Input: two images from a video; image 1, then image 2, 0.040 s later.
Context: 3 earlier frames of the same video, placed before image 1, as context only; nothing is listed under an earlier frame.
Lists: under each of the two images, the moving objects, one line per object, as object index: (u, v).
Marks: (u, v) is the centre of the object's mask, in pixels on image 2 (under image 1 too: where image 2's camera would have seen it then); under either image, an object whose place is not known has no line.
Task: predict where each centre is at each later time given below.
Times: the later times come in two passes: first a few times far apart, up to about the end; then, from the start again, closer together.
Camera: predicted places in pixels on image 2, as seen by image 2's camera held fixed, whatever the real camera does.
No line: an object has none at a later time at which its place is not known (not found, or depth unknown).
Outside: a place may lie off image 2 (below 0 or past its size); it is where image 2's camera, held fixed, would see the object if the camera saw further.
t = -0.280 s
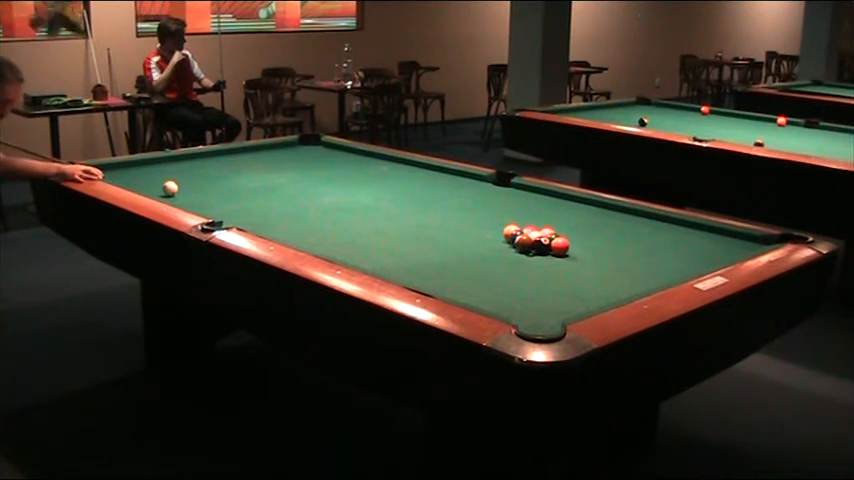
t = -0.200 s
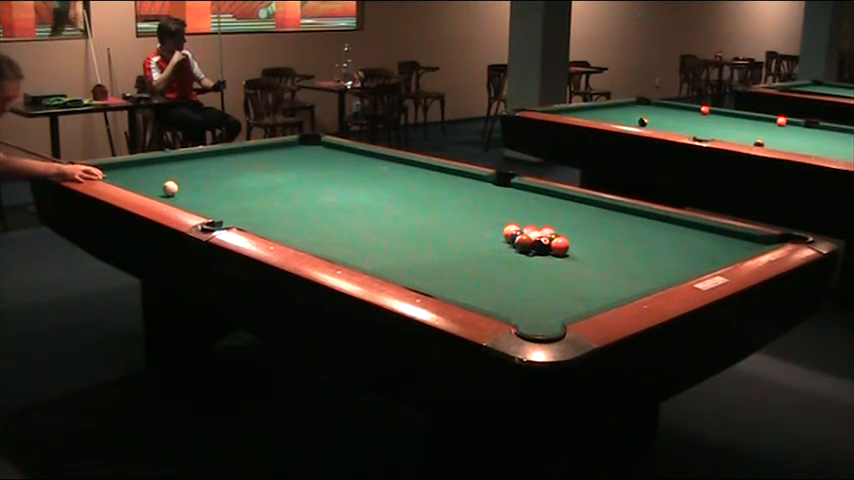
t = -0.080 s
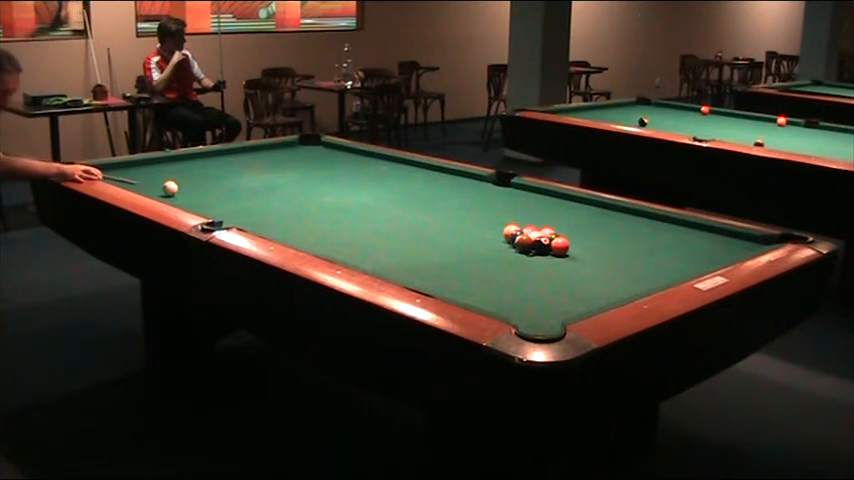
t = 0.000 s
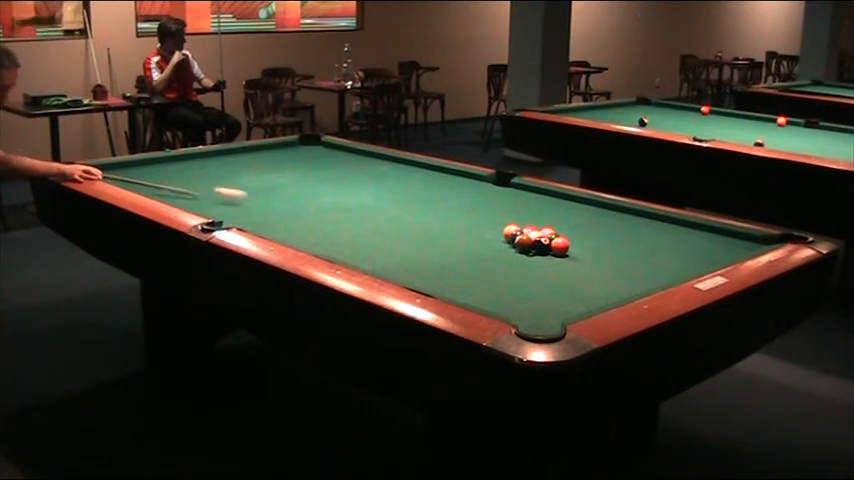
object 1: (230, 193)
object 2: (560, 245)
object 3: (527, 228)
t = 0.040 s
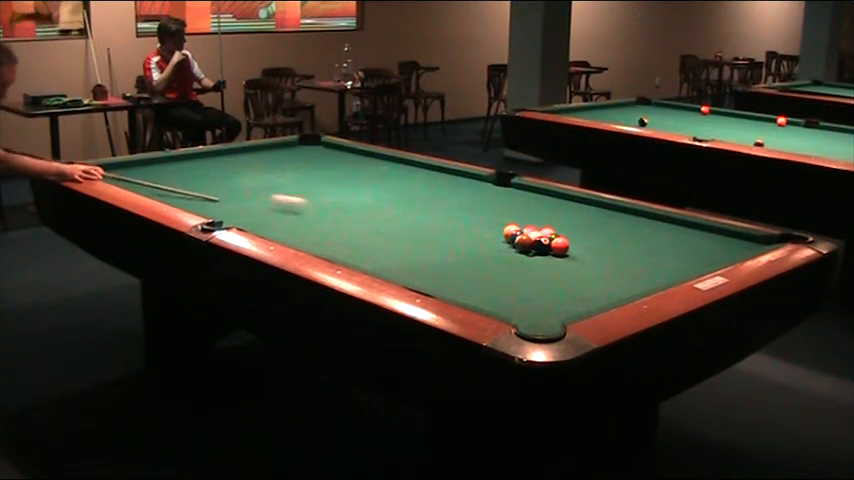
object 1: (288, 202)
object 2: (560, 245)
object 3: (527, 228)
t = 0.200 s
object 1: (492, 227)
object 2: (573, 250)
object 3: (529, 229)
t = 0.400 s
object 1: (477, 220)
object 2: (649, 281)
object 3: (550, 224)
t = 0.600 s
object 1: (473, 213)
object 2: (616, 280)
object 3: (566, 217)
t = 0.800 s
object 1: (468, 209)
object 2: (629, 284)
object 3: (580, 210)
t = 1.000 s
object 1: (464, 204)
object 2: (635, 286)
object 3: (593, 204)
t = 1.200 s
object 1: (460, 200)
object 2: (622, 287)
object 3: (587, 203)
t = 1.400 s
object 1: (456, 196)
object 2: (611, 287)
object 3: (569, 204)
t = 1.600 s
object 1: (453, 192)
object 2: (601, 288)
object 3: (552, 204)
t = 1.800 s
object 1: (450, 188)
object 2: (592, 288)
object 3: (535, 206)
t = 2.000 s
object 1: (447, 185)
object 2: (584, 287)
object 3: (519, 207)
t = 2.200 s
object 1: (445, 183)
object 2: (577, 286)
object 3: (503, 208)
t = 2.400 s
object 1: (442, 179)
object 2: (572, 286)
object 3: (488, 209)
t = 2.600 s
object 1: (440, 177)
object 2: (568, 285)
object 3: (474, 210)
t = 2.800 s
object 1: (433, 174)
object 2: (565, 285)
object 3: (460, 210)
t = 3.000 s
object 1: (425, 172)
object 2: (563, 284)
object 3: (447, 211)
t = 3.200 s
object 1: (416, 168)
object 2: (563, 284)
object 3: (434, 213)
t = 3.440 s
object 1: (407, 164)
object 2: (563, 284)
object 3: (421, 213)
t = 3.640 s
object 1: (401, 162)
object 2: (563, 284)
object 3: (410, 214)
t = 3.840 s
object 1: (395, 160)
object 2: (563, 284)
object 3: (400, 215)
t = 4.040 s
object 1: (389, 158)
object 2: (563, 284)
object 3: (391, 216)
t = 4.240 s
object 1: (384, 156)
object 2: (563, 284)
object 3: (382, 217)
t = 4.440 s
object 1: (377, 155)
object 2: (563, 284)
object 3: (375, 217)
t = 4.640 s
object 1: (371, 154)
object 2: (563, 284)
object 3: (368, 218)
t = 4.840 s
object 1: (365, 153)
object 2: (563, 284)
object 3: (363, 218)
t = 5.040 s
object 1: (359, 152)
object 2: (563, 284)
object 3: (357, 218)
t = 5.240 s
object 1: (354, 152)
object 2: (563, 284)
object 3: (353, 218)
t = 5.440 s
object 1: (350, 151)
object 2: (563, 284)
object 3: (350, 219)
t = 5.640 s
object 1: (347, 151)
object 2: (563, 284)
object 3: (347, 220)
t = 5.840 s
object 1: (344, 150)
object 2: (563, 284)
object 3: (345, 220)
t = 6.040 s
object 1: (341, 150)
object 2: (564, 284)
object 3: (344, 221)
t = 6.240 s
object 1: (340, 150)
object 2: (563, 284)
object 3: (343, 221)
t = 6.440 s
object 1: (338, 149)
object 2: (564, 284)
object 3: (344, 221)
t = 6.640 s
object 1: (337, 149)
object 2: (563, 284)
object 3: (344, 221)
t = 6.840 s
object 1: (337, 149)
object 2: (563, 284)
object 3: (344, 221)
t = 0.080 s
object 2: (560, 245)
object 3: (527, 228)
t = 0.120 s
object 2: (560, 245)
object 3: (527, 228)
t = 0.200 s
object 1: (492, 227)
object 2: (573, 250)
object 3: (529, 229)
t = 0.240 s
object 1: (487, 226)
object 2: (590, 258)
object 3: (536, 227)
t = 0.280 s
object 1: (483, 224)
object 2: (606, 265)
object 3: (541, 226)
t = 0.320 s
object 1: (480, 222)
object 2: (623, 272)
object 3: (544, 226)
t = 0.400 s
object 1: (477, 220)
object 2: (649, 281)
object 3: (550, 224)
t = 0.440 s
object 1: (476, 218)
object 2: (637, 281)
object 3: (554, 223)
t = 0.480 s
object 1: (476, 217)
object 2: (623, 280)
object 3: (556, 221)
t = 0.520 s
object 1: (475, 216)
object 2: (609, 277)
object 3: (560, 220)
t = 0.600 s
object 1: (473, 213)
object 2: (616, 280)
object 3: (566, 217)
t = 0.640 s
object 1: (472, 212)
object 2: (621, 281)
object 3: (569, 216)
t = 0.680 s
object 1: (471, 212)
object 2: (623, 282)
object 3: (572, 214)
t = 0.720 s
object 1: (470, 210)
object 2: (625, 283)
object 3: (574, 213)
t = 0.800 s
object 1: (468, 209)
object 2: (629, 284)
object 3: (580, 210)
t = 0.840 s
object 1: (467, 208)
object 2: (631, 284)
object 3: (583, 209)
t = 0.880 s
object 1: (466, 207)
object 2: (632, 285)
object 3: (585, 208)
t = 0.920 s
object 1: (465, 206)
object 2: (634, 285)
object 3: (588, 207)
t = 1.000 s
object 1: (464, 204)
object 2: (635, 286)
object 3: (593, 204)
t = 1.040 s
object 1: (463, 203)
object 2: (632, 286)
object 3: (596, 203)
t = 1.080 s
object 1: (462, 202)
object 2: (630, 286)
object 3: (597, 203)
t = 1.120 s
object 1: (461, 201)
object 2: (627, 286)
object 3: (593, 203)
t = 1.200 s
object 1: (460, 200)
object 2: (622, 287)
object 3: (587, 203)
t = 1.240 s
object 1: (459, 199)
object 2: (620, 287)
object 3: (583, 203)
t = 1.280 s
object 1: (458, 198)
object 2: (618, 287)
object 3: (579, 203)
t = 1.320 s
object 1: (458, 197)
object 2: (615, 288)
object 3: (576, 203)
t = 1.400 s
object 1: (456, 196)
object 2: (611, 287)
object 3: (569, 204)
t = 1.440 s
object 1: (456, 195)
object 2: (609, 288)
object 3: (566, 204)
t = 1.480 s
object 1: (455, 194)
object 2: (607, 288)
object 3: (562, 204)
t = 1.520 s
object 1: (454, 193)
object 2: (605, 288)
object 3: (559, 204)
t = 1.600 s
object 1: (453, 192)
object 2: (601, 288)
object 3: (552, 204)
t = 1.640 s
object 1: (452, 191)
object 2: (599, 288)
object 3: (548, 205)
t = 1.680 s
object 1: (452, 190)
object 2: (597, 288)
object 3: (545, 205)
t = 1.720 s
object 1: (451, 190)
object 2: (596, 288)
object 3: (542, 205)
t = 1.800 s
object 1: (450, 188)
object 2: (592, 288)
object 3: (535, 206)
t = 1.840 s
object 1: (450, 188)
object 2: (590, 288)
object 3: (532, 206)
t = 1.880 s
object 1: (449, 187)
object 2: (589, 287)
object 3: (528, 207)
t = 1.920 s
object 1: (448, 187)
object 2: (587, 287)
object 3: (525, 207)
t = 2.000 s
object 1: (447, 185)
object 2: (584, 287)
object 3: (519, 207)
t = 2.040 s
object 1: (447, 185)
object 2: (583, 286)
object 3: (516, 207)
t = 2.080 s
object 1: (446, 184)
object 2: (581, 286)
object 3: (512, 207)
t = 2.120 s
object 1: (446, 184)
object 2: (580, 286)
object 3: (509, 207)
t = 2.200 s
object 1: (445, 183)
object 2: (577, 286)
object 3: (503, 208)
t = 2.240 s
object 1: (445, 182)
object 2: (576, 286)
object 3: (500, 208)
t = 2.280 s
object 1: (444, 181)
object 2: (575, 286)
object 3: (497, 208)
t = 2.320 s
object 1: (443, 181)
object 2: (574, 286)
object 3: (494, 209)
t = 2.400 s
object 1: (442, 179)
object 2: (572, 286)
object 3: (488, 209)
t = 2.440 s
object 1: (442, 179)
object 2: (571, 286)
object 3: (485, 209)
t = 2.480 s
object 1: (441, 179)
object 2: (570, 286)
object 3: (482, 209)
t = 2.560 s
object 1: (440, 178)
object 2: (569, 285)
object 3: (477, 210)
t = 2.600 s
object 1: (440, 177)
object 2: (568, 285)
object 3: (474, 210)
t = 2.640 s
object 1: (440, 177)
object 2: (567, 285)
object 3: (471, 210)
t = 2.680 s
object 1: (439, 176)
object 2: (567, 285)
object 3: (468, 210)
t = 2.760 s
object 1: (435, 175)
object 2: (565, 285)
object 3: (463, 210)
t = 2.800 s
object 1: (433, 174)
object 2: (565, 285)
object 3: (460, 210)
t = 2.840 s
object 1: (431, 174)
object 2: (565, 285)
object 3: (457, 211)
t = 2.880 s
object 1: (430, 173)
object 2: (564, 285)
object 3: (455, 211)
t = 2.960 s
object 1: (426, 172)
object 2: (563, 284)
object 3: (449, 211)
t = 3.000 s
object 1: (425, 172)
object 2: (563, 284)
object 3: (447, 211)
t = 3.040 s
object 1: (423, 171)
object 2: (563, 284)
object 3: (444, 211)
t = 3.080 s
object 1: (421, 170)
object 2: (563, 284)
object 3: (442, 212)
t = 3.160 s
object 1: (418, 169)
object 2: (563, 284)
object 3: (437, 212)
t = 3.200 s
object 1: (416, 168)
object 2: (563, 284)
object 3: (434, 213)
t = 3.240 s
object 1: (415, 167)
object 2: (563, 284)
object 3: (432, 213)
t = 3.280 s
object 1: (413, 167)
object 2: (563, 284)
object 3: (430, 213)
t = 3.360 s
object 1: (410, 165)
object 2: (563, 284)
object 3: (425, 213)
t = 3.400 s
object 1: (408, 164)
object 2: (563, 284)
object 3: (423, 213)
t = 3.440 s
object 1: (407, 164)
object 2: (563, 284)
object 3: (421, 213)
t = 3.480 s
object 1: (406, 164)
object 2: (563, 284)
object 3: (419, 213)
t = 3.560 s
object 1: (403, 163)
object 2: (563, 284)
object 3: (414, 214)
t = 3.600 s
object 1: (402, 163)
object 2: (563, 284)
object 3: (412, 214)
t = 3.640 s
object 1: (401, 162)
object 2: (563, 284)
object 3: (410, 214)
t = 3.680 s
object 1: (400, 162)
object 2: (563, 284)
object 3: (408, 214)
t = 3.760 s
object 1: (398, 161)
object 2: (563, 284)
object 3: (404, 214)
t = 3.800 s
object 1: (396, 161)
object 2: (563, 284)
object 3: (402, 215)
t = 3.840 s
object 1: (395, 160)
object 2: (563, 284)
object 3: (400, 215)
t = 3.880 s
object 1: (394, 160)
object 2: (563, 284)
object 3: (398, 215)
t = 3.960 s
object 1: (391, 159)
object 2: (563, 284)
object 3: (394, 215)
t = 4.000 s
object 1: (390, 159)
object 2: (563, 284)
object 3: (392, 215)
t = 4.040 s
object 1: (389, 158)
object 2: (563, 284)
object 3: (391, 216)
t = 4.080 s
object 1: (388, 158)
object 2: (563, 284)
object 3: (389, 216)
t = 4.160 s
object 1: (386, 157)
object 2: (563, 284)
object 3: (386, 216)
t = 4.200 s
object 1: (385, 157)
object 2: (563, 284)
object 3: (384, 216)
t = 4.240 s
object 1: (384, 156)
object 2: (563, 284)
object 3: (382, 217)
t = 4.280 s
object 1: (383, 156)
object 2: (563, 284)
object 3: (381, 217)
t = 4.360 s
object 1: (380, 155)
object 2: (563, 284)
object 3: (378, 217)
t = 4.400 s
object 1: (378, 155)
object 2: (563, 284)
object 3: (376, 217)
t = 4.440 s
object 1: (377, 155)
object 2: (563, 284)
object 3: (375, 217)
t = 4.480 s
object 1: (376, 155)
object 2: (563, 284)
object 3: (373, 218)
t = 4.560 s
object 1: (373, 154)
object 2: (563, 284)
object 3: (371, 218)
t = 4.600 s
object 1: (372, 154)
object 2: (563, 284)
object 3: (369, 218)
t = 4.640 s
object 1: (371, 154)
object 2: (563, 284)
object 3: (368, 218)
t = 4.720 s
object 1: (368, 154)
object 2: (563, 284)
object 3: (366, 218)
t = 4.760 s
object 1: (367, 153)
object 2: (563, 284)
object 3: (365, 218)
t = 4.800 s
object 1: (366, 153)
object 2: (563, 284)
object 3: (364, 218)
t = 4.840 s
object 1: (365, 153)
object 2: (563, 284)
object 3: (363, 218)
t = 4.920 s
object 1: (362, 153)
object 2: (563, 284)
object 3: (361, 218)
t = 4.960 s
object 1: (361, 153)
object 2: (563, 284)
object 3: (359, 218)
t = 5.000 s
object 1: (360, 153)
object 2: (563, 284)
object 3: (359, 218)
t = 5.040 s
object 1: (359, 152)
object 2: (563, 284)
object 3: (357, 218)
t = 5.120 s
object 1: (357, 152)
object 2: (563, 284)
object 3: (356, 218)
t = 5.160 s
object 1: (356, 152)
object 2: (563, 284)
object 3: (354, 218)
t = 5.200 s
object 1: (355, 152)
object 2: (563, 284)
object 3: (354, 218)
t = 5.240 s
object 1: (354, 152)
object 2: (563, 284)
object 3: (353, 218)
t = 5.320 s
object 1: (353, 152)
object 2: (563, 284)
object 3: (352, 219)
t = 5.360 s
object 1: (352, 151)
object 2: (563, 284)
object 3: (351, 218)
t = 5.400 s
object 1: (351, 151)
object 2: (563, 284)
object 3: (350, 219)
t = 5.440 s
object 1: (350, 151)
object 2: (563, 284)
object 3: (350, 219)
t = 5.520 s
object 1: (349, 151)
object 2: (563, 284)
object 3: (348, 220)
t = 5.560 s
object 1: (348, 151)
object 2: (563, 284)
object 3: (348, 220)
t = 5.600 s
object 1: (347, 151)
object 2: (563, 284)
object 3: (347, 220)
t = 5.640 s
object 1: (347, 151)
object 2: (563, 284)
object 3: (347, 220)
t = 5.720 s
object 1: (346, 150)
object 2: (564, 284)
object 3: (346, 220)
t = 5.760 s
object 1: (345, 150)
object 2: (563, 284)
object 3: (346, 220)
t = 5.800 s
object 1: (344, 150)
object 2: (563, 284)
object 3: (345, 220)
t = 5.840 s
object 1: (344, 150)
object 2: (563, 284)
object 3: (345, 220)
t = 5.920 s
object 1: (343, 150)
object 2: (563, 284)
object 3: (345, 221)
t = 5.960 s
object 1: (342, 150)
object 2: (563, 284)
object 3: (344, 221)
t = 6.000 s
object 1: (342, 150)
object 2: (564, 284)
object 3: (344, 221)
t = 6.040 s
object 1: (341, 150)
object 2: (564, 284)
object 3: (344, 221)
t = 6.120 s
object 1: (341, 150)
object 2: (564, 284)
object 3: (344, 221)
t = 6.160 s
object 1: (340, 150)
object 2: (564, 284)
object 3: (344, 221)
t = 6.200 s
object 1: (340, 150)
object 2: (564, 284)
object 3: (344, 221)
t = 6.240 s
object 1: (340, 150)
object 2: (563, 284)
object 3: (343, 221)
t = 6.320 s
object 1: (339, 149)
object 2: (564, 284)
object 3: (344, 221)
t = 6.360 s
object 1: (339, 149)
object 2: (563, 284)
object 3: (344, 221)
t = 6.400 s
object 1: (338, 149)
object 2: (564, 284)
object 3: (344, 221)
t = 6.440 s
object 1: (338, 149)
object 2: (564, 284)
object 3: (344, 221)
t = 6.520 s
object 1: (337, 149)
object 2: (563, 284)
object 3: (344, 221)
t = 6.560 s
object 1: (337, 149)
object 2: (563, 284)
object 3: (344, 221)
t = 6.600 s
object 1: (337, 149)
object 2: (564, 284)
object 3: (344, 221)
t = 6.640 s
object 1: (337, 149)
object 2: (563, 284)
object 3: (344, 221)
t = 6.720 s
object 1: (337, 149)
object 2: (563, 284)
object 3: (344, 221)
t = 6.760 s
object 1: (337, 149)
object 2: (563, 284)
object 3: (344, 221)
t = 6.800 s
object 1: (337, 149)
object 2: (563, 284)
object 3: (344, 221)
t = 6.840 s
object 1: (337, 149)
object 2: (563, 284)
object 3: (344, 221)
